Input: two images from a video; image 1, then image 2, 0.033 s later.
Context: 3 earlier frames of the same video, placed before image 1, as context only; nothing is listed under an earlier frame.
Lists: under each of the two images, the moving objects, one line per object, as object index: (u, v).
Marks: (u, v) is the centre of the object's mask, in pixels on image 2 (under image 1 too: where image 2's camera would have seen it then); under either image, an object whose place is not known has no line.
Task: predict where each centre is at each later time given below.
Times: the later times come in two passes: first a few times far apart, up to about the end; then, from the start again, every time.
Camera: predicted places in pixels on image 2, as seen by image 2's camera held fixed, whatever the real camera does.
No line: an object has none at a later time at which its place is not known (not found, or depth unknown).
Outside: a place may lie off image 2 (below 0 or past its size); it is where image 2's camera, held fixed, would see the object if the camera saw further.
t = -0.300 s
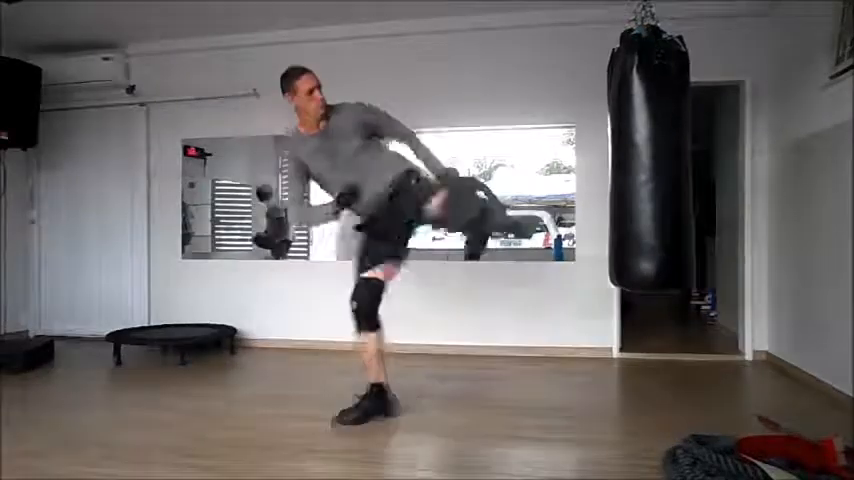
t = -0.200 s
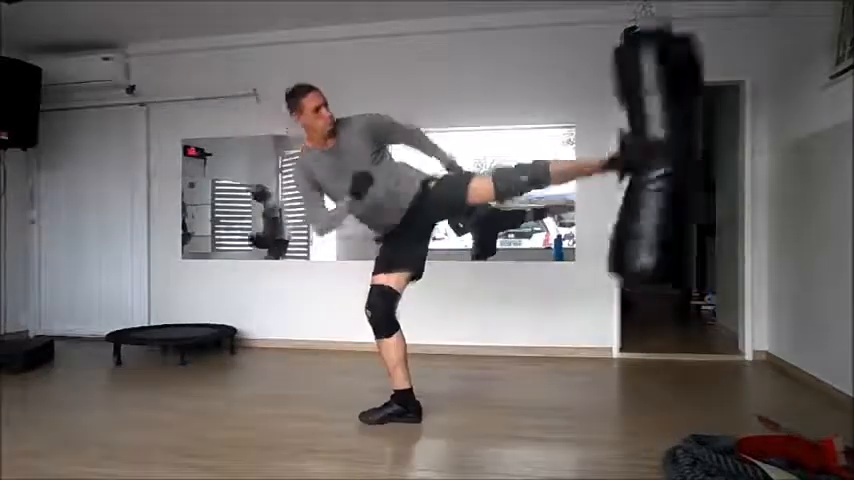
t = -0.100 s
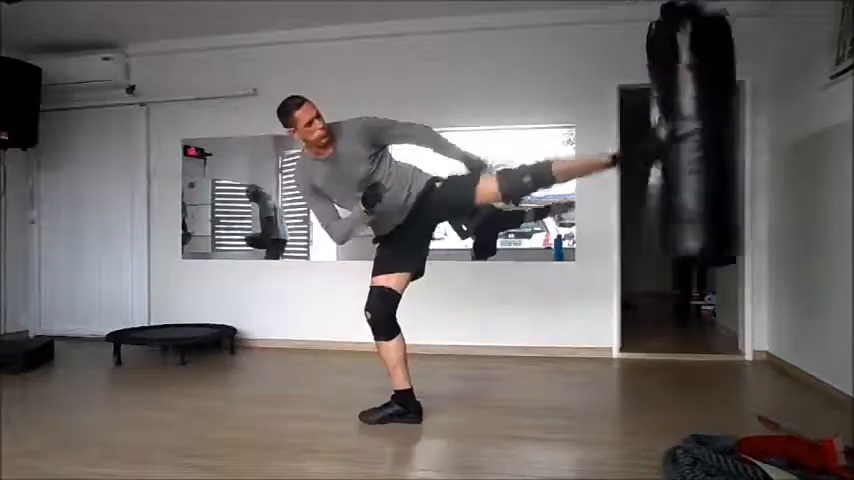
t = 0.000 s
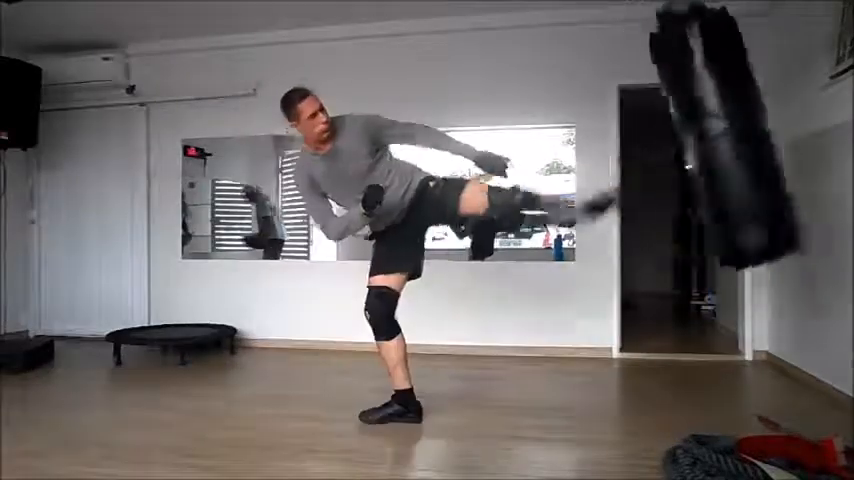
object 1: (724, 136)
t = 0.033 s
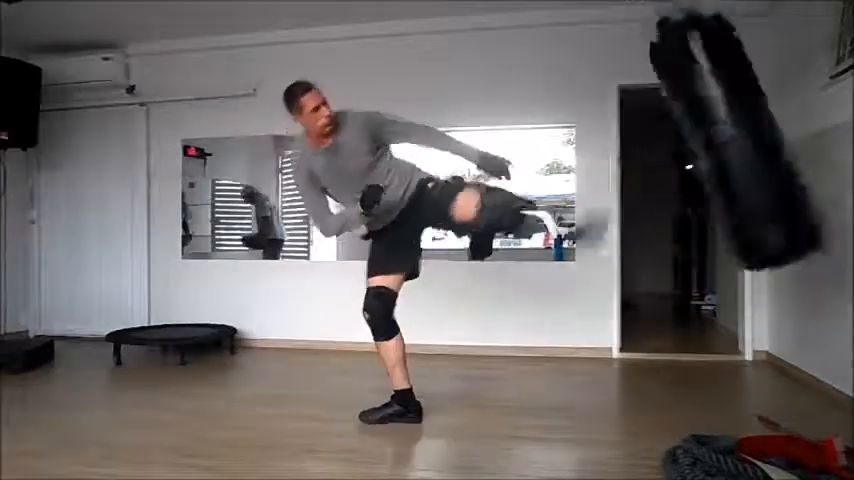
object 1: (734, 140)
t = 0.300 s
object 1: (760, 127)
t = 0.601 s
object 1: (716, 151)
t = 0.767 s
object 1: (657, 157)
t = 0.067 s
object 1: (741, 142)
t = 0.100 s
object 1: (745, 140)
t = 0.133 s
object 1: (749, 134)
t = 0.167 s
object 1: (752, 129)
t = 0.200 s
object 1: (754, 126)
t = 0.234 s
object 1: (756, 126)
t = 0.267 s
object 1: (758, 127)
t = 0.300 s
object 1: (760, 127)
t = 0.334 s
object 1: (759, 127)
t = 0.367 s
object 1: (758, 128)
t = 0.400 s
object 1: (756, 131)
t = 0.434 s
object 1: (752, 135)
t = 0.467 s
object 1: (747, 138)
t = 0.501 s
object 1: (741, 140)
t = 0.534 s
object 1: (734, 144)
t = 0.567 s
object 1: (726, 145)
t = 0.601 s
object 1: (716, 151)
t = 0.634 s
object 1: (705, 153)
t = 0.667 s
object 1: (695, 152)
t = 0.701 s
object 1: (684, 153)
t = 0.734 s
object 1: (663, 146)
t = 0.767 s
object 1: (657, 157)
